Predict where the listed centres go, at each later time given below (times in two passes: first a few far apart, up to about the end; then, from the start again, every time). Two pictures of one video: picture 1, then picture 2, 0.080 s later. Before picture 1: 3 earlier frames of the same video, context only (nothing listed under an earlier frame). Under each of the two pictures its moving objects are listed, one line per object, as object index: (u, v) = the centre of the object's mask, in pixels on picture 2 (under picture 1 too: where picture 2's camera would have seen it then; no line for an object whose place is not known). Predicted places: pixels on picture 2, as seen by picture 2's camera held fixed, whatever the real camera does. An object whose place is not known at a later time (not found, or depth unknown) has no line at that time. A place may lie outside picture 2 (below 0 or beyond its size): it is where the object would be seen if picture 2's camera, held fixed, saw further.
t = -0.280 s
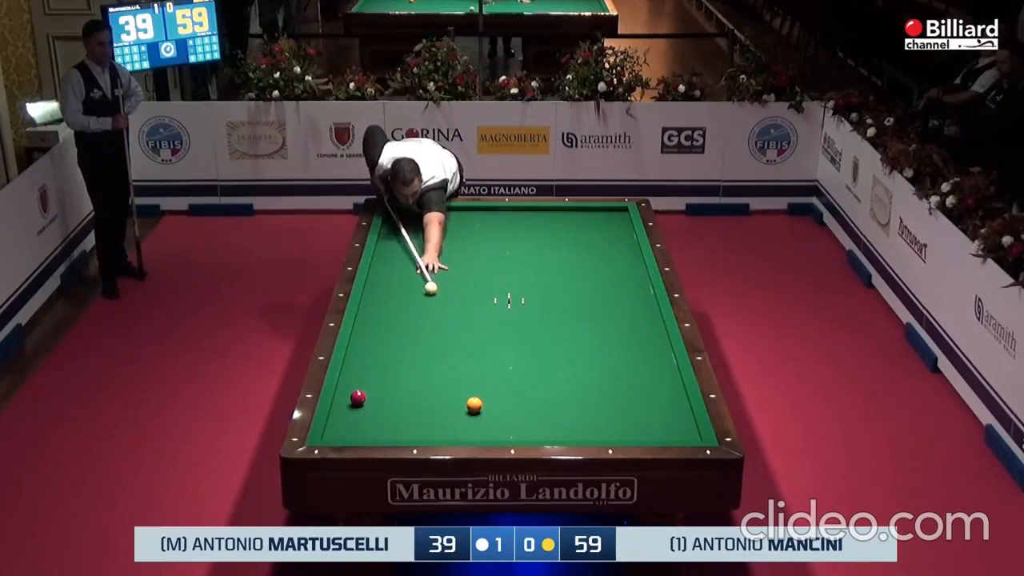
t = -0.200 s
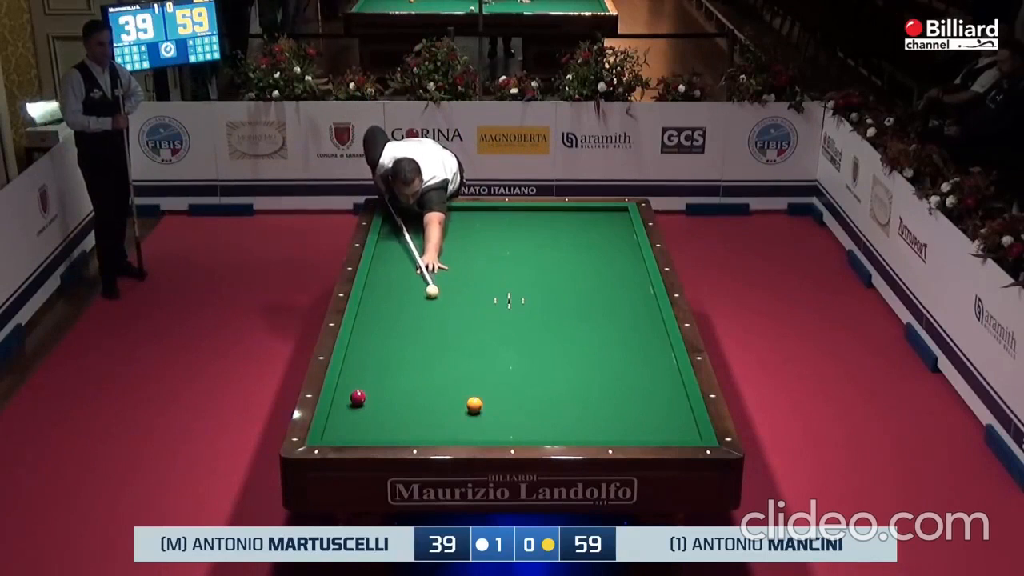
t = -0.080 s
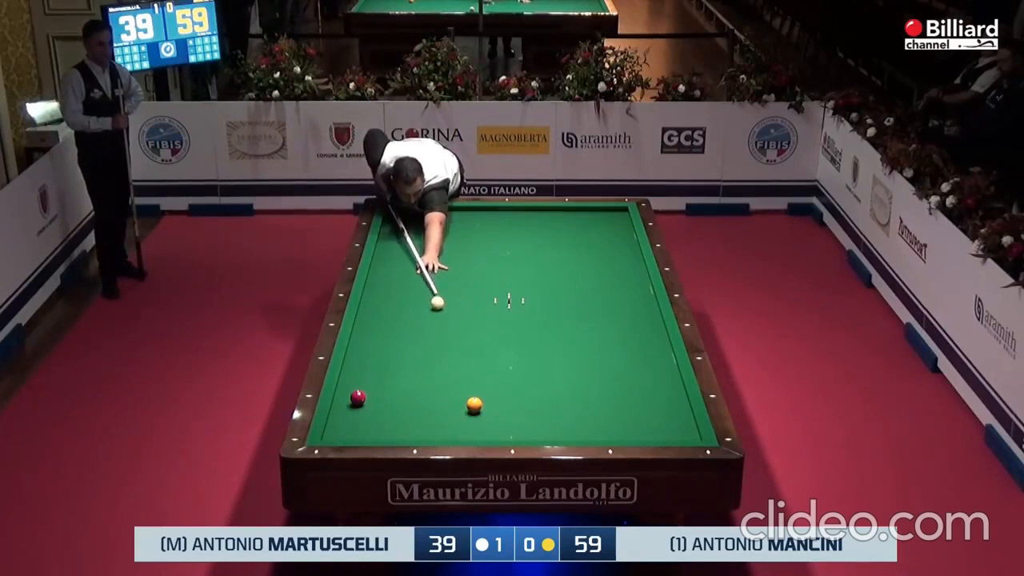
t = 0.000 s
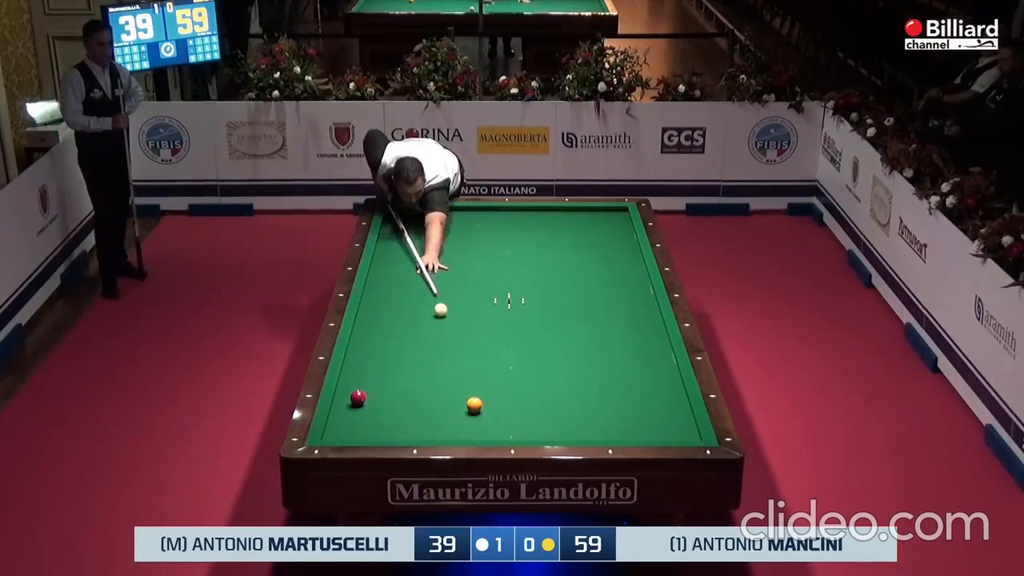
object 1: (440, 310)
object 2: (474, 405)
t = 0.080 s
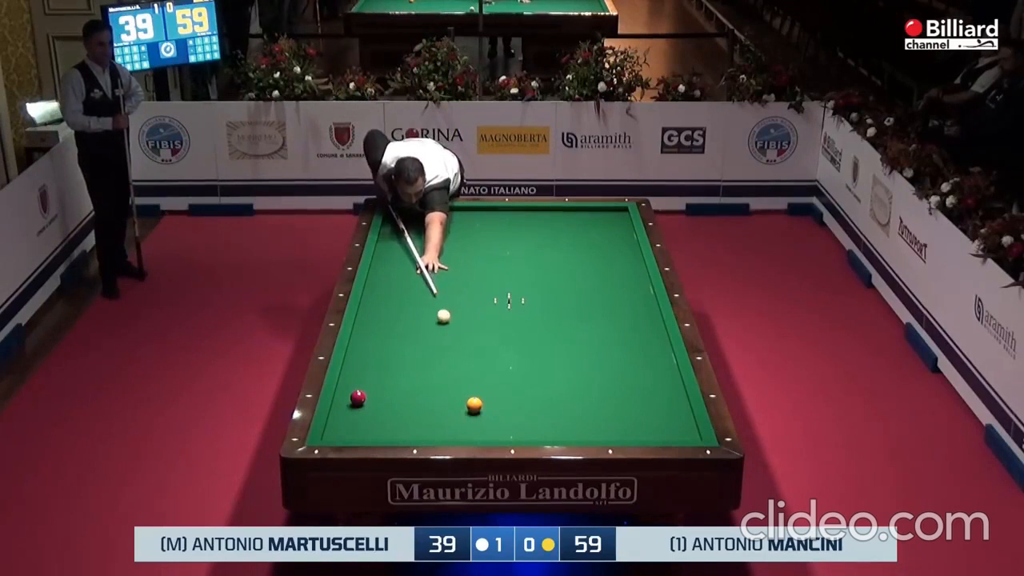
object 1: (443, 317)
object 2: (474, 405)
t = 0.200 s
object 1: (447, 325)
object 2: (474, 405)
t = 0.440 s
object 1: (455, 342)
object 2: (474, 405)
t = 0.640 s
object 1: (462, 356)
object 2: (474, 405)
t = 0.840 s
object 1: (470, 372)
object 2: (474, 405)
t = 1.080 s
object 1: (479, 390)
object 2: (474, 405)
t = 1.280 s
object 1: (494, 404)
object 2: (468, 408)
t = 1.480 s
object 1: (515, 415)
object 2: (456, 414)
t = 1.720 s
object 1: (540, 428)
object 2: (443, 420)
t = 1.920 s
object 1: (562, 436)
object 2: (433, 425)
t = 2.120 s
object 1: (588, 431)
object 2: (422, 430)
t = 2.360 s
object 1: (618, 426)
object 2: (410, 434)
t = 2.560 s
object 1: (642, 421)
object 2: (402, 435)
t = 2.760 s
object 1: (665, 415)
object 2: (396, 433)
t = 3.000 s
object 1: (680, 408)
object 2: (390, 431)
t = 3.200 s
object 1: (664, 402)
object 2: (385, 430)
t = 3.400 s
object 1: (650, 395)
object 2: (380, 428)
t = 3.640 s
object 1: (634, 388)
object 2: (376, 425)
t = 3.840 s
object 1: (621, 382)
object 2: (372, 423)
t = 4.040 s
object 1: (608, 376)
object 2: (368, 422)
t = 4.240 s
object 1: (597, 371)
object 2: (366, 420)
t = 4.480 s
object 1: (583, 365)
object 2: (363, 418)
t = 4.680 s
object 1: (572, 360)
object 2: (361, 418)
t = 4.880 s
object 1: (562, 356)
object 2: (359, 417)
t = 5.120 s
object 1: (550, 350)
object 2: (358, 415)
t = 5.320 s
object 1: (541, 346)
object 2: (357, 415)
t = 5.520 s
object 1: (532, 342)
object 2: (356, 414)
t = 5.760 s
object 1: (522, 337)
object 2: (355, 414)
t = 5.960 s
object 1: (514, 334)
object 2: (355, 414)
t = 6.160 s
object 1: (506, 330)
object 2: (355, 414)
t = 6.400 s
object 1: (497, 327)
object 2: (355, 414)
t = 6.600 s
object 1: (490, 323)
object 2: (355, 414)
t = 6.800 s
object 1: (484, 320)
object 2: (355, 414)
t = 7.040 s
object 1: (476, 317)
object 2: (355, 414)
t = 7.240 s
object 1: (470, 315)
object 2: (355, 414)
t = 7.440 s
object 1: (465, 312)
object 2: (355, 414)
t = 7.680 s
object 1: (459, 309)
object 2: (355, 414)
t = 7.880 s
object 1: (454, 307)
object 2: (355, 414)
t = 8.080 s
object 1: (449, 305)
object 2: (355, 414)
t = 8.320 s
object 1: (444, 302)
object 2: (355, 414)
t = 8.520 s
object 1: (440, 301)
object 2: (355, 414)
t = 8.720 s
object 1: (437, 299)
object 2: (355, 414)
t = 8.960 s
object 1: (433, 297)
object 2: (355, 414)
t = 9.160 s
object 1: (430, 296)
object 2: (355, 414)
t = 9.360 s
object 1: (427, 294)
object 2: (355, 414)
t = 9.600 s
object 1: (425, 293)
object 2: (355, 414)
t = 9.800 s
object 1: (422, 292)
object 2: (355, 414)
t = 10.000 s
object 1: (420, 291)
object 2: (355, 414)
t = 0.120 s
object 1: (444, 319)
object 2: (474, 405)
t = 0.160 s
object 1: (446, 322)
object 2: (474, 405)
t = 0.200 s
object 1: (447, 325)
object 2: (474, 405)
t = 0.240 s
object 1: (448, 328)
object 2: (474, 405)
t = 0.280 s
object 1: (450, 331)
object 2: (474, 405)
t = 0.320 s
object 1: (451, 333)
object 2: (474, 405)
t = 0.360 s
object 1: (452, 336)
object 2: (474, 405)
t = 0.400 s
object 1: (454, 339)
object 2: (474, 405)
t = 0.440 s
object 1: (455, 342)
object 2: (474, 405)
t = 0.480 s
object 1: (457, 345)
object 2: (474, 405)
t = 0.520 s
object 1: (458, 347)
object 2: (474, 405)
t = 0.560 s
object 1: (459, 350)
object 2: (474, 405)
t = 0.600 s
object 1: (461, 353)
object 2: (474, 405)
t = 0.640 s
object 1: (462, 356)
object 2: (474, 405)
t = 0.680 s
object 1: (464, 359)
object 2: (474, 405)
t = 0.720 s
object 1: (465, 362)
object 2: (474, 405)
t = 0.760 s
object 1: (467, 366)
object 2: (474, 405)
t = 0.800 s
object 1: (468, 369)
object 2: (474, 405)
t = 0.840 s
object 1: (470, 372)
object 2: (474, 405)
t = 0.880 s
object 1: (471, 375)
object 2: (474, 405)
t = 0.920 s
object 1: (473, 378)
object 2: (474, 405)
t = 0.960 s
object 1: (474, 381)
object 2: (474, 405)
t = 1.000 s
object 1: (476, 384)
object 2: (474, 405)
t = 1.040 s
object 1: (478, 387)
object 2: (474, 405)
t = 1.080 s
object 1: (479, 390)
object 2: (474, 405)
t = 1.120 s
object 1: (481, 393)
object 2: (474, 405)
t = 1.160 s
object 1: (483, 396)
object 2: (474, 405)
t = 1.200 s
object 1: (486, 400)
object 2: (473, 406)
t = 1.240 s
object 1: (490, 402)
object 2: (470, 407)
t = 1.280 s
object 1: (494, 404)
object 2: (468, 408)
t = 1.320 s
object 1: (498, 406)
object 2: (465, 409)
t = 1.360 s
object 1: (502, 408)
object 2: (463, 410)
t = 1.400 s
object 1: (507, 411)
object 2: (461, 412)
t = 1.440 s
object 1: (511, 413)
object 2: (459, 413)
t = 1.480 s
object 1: (515, 415)
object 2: (456, 414)
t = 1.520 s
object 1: (519, 417)
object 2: (454, 415)
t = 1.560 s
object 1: (523, 419)
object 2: (452, 416)
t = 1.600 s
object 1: (528, 422)
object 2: (450, 417)
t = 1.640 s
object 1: (532, 424)
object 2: (448, 418)
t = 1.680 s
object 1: (536, 426)
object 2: (446, 419)
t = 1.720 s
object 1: (540, 428)
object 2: (443, 420)
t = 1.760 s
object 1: (545, 430)
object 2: (441, 421)
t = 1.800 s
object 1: (549, 431)
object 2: (439, 422)
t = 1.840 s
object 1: (553, 433)
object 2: (437, 423)
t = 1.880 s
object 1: (558, 434)
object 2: (435, 424)
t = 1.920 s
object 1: (562, 436)
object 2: (433, 425)
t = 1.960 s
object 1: (567, 435)
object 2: (431, 426)
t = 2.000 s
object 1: (572, 434)
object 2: (429, 427)
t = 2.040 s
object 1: (577, 433)
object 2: (427, 428)
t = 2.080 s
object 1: (583, 432)
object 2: (425, 429)
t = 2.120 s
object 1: (588, 431)
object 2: (422, 430)
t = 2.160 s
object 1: (593, 431)
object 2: (420, 430)
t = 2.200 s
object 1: (598, 430)
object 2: (418, 431)
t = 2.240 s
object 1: (603, 430)
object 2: (416, 432)
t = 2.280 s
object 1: (608, 428)
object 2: (415, 432)
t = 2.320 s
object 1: (613, 427)
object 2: (412, 433)
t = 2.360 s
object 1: (618, 426)
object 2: (410, 434)
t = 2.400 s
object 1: (623, 425)
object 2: (409, 435)
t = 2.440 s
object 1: (628, 424)
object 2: (406, 435)
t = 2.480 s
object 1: (632, 423)
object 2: (405, 436)
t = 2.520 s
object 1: (637, 422)
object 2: (404, 435)
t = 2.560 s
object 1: (642, 421)
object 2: (402, 435)
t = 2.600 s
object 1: (647, 419)
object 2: (401, 434)
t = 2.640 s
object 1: (651, 419)
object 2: (400, 434)
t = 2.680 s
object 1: (656, 417)
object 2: (399, 434)
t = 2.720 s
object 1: (661, 417)
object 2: (398, 433)
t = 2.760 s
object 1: (665, 415)
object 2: (396, 433)
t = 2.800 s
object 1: (669, 415)
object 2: (395, 433)
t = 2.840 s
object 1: (674, 413)
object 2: (394, 432)
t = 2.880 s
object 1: (678, 412)
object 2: (393, 432)
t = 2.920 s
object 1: (683, 411)
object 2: (392, 432)
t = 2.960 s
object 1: (684, 410)
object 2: (391, 432)
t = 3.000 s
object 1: (680, 408)
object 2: (390, 431)
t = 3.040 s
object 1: (677, 407)
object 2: (389, 431)
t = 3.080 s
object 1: (673, 405)
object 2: (388, 431)
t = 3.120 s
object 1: (671, 404)
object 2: (387, 430)
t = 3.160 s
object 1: (667, 403)
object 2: (386, 430)
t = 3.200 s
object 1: (664, 402)
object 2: (385, 430)
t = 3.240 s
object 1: (662, 400)
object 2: (384, 430)
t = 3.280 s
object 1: (659, 399)
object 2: (383, 429)
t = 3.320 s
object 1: (656, 398)
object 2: (382, 428)
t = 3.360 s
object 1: (653, 396)
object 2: (381, 428)
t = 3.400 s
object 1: (650, 395)
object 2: (380, 428)
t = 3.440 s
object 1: (647, 394)
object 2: (380, 427)
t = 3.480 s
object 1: (645, 393)
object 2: (379, 427)
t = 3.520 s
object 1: (642, 391)
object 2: (378, 427)
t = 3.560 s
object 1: (639, 390)
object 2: (377, 426)
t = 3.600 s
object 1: (636, 389)
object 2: (376, 425)
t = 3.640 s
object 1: (634, 388)
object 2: (376, 425)
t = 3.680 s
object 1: (631, 387)
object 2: (375, 425)
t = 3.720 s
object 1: (628, 385)
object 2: (374, 424)
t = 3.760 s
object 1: (626, 384)
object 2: (373, 424)
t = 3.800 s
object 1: (623, 383)
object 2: (372, 424)
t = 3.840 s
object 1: (621, 382)
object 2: (372, 423)
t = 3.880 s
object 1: (618, 381)
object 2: (371, 423)
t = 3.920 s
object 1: (616, 380)
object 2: (371, 423)
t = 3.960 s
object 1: (613, 378)
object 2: (370, 422)
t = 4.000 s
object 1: (611, 377)
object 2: (369, 422)
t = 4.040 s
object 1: (608, 376)
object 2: (368, 422)
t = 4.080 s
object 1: (606, 375)
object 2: (368, 421)
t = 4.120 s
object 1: (603, 374)
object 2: (367, 421)
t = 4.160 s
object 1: (601, 373)
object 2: (367, 421)
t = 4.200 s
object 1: (599, 372)
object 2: (366, 421)
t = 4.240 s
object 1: (597, 371)
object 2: (366, 420)
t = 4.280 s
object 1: (594, 370)
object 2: (366, 420)
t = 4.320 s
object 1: (592, 369)
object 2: (365, 420)
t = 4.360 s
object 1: (590, 368)
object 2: (365, 419)
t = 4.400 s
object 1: (587, 367)
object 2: (364, 419)
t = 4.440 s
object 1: (585, 366)
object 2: (363, 419)
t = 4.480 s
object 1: (583, 365)
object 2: (363, 418)
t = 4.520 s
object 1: (581, 364)
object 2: (363, 418)
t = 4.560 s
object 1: (579, 363)
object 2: (362, 418)
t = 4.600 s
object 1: (577, 362)
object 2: (362, 418)
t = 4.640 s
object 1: (574, 361)
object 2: (361, 418)
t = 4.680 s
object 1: (572, 360)
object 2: (361, 418)
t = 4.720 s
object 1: (570, 359)
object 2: (361, 417)
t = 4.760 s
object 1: (568, 358)
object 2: (361, 417)
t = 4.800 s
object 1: (566, 357)
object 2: (360, 417)
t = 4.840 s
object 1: (564, 356)
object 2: (360, 417)
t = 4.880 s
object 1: (562, 356)
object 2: (359, 417)
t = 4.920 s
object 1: (560, 355)
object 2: (359, 417)
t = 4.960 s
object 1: (558, 354)
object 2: (359, 416)
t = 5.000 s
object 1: (556, 353)
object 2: (358, 416)
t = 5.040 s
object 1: (554, 352)
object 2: (358, 416)
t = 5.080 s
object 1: (552, 351)
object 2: (358, 416)
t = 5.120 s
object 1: (550, 350)
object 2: (358, 415)
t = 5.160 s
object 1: (548, 350)
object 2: (358, 415)
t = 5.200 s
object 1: (546, 349)
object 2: (357, 415)
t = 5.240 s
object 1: (545, 348)
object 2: (357, 415)
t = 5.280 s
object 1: (543, 347)
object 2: (357, 415)
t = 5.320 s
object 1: (541, 346)
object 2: (357, 415)
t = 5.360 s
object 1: (539, 345)
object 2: (357, 415)
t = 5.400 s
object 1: (537, 345)
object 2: (357, 415)
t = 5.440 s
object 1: (536, 344)
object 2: (356, 414)
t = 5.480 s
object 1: (534, 343)
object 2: (356, 414)
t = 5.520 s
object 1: (532, 342)
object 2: (356, 414)
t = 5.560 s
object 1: (530, 341)
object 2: (356, 414)
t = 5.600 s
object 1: (529, 340)
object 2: (356, 414)
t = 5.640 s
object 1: (527, 340)
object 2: (356, 414)
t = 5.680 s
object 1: (525, 339)
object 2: (356, 414)
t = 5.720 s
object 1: (523, 338)
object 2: (356, 414)
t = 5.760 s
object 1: (522, 337)
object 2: (355, 414)
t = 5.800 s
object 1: (520, 337)
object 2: (355, 414)
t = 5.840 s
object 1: (519, 336)
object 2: (355, 414)
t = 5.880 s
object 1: (517, 335)
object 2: (355, 414)
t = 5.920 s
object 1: (515, 334)
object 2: (355, 414)
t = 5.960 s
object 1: (514, 334)
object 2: (355, 414)
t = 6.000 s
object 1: (512, 333)
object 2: (355, 414)
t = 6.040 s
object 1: (511, 332)
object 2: (355, 414)
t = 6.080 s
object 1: (509, 332)
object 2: (355, 414)
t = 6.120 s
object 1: (507, 331)
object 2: (355, 414)
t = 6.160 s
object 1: (506, 330)
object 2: (355, 414)
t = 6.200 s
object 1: (504, 330)
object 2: (355, 414)
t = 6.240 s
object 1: (503, 329)
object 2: (355, 414)
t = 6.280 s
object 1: (501, 329)
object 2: (355, 414)
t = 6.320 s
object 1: (500, 328)
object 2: (355, 414)
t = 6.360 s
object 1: (499, 327)
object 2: (355, 414)
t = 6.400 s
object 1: (497, 327)
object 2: (355, 414)
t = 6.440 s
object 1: (496, 326)
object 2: (355, 414)
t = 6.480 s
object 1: (494, 325)
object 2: (355, 414)
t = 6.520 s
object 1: (493, 324)
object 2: (355, 414)
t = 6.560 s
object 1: (492, 324)
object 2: (355, 414)
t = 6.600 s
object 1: (490, 323)
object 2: (355, 414)
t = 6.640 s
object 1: (489, 323)
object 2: (355, 414)
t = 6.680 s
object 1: (487, 322)
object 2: (355, 414)
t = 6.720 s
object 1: (486, 321)
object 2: (355, 414)
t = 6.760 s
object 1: (485, 321)
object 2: (355, 414)
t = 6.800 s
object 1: (484, 320)
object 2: (355, 414)
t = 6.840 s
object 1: (482, 320)
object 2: (355, 414)
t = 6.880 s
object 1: (481, 319)
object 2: (355, 414)
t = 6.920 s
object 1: (480, 319)
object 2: (355, 414)
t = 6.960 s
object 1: (478, 318)
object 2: (355, 414)
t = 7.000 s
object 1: (477, 318)
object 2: (355, 414)
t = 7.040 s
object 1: (476, 317)
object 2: (355, 414)
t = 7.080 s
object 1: (475, 317)
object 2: (355, 414)
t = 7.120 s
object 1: (474, 316)
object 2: (355, 414)
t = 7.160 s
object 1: (473, 315)
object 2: (355, 414)
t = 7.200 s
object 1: (472, 315)
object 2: (355, 414)
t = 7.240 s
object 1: (470, 315)
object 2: (355, 414)
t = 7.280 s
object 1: (469, 314)
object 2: (355, 414)
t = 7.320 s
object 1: (468, 313)
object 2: (355, 414)
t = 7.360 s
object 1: (467, 313)
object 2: (355, 414)
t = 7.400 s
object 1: (466, 313)
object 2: (355, 414)
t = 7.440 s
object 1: (465, 312)
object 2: (355, 414)
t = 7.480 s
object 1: (464, 311)
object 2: (355, 414)
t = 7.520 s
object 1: (463, 311)
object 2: (355, 414)
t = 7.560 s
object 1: (462, 311)
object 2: (355, 414)
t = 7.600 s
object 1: (461, 310)
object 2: (355, 414)
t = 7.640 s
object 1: (460, 310)
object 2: (355, 414)
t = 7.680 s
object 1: (459, 309)
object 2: (355, 414)
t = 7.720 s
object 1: (458, 309)
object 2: (355, 414)
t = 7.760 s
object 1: (457, 308)
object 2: (355, 414)
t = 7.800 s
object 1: (456, 308)
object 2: (355, 414)
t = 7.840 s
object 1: (455, 307)
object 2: (355, 414)
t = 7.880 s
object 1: (454, 307)
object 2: (355, 414)
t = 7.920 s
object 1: (453, 306)
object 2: (355, 414)
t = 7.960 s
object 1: (452, 306)
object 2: (355, 414)
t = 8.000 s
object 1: (451, 306)
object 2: (355, 414)
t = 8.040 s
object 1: (450, 305)
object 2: (355, 414)
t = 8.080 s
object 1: (449, 305)
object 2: (355, 414)
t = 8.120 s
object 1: (448, 305)
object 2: (355, 414)
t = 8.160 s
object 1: (448, 304)
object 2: (355, 414)
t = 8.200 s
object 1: (447, 304)
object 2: (355, 414)
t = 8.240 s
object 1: (446, 303)
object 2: (355, 414)
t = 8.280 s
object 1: (445, 303)
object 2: (355, 414)
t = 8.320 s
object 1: (444, 302)
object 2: (355, 414)
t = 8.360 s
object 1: (443, 302)
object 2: (355, 414)
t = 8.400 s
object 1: (443, 302)
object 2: (355, 414)
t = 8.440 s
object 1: (442, 301)
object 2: (355, 414)
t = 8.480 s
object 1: (441, 301)
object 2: (355, 414)
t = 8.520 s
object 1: (440, 301)
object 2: (355, 414)
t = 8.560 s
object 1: (440, 301)
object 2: (355, 414)
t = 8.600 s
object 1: (439, 300)
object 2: (355, 414)
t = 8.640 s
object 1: (438, 300)
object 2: (355, 414)
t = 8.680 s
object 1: (437, 299)
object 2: (355, 414)
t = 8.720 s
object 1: (437, 299)
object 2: (355, 414)
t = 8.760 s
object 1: (436, 299)
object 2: (355, 414)
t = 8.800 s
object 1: (435, 298)
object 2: (355, 414)
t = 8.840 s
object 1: (434, 298)
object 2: (355, 414)
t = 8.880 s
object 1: (434, 298)
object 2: (355, 414)
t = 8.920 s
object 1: (434, 298)
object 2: (355, 414)
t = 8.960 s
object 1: (433, 297)
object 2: (355, 414)
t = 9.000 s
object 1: (432, 297)
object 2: (355, 414)
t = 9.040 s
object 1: (432, 297)
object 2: (355, 414)
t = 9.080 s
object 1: (431, 296)
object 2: (355, 414)
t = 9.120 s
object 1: (430, 296)
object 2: (355, 414)
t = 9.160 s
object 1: (430, 296)
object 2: (355, 414)
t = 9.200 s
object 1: (429, 296)
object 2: (355, 414)
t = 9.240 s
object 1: (429, 295)
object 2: (355, 414)
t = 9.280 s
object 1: (428, 295)
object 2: (355, 414)
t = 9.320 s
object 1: (428, 295)
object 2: (355, 414)
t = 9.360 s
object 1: (427, 294)
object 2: (355, 414)
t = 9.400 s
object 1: (426, 294)
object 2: (355, 414)
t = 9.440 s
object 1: (426, 294)
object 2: (355, 414)
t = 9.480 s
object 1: (425, 294)
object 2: (355, 414)
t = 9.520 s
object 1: (425, 293)
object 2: (355, 414)
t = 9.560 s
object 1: (425, 293)
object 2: (355, 414)
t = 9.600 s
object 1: (425, 293)
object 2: (355, 414)
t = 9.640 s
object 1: (424, 293)
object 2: (355, 414)
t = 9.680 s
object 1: (424, 292)
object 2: (355, 414)
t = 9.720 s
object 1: (423, 292)
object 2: (355, 414)
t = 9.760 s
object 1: (423, 292)
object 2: (355, 414)
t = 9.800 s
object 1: (422, 292)
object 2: (355, 414)
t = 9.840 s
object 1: (422, 292)
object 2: (355, 414)
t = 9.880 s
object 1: (421, 291)
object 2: (355, 414)
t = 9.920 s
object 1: (421, 291)
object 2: (355, 414)
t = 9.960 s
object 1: (421, 291)
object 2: (355, 414)
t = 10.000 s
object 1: (420, 291)
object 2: (355, 414)
